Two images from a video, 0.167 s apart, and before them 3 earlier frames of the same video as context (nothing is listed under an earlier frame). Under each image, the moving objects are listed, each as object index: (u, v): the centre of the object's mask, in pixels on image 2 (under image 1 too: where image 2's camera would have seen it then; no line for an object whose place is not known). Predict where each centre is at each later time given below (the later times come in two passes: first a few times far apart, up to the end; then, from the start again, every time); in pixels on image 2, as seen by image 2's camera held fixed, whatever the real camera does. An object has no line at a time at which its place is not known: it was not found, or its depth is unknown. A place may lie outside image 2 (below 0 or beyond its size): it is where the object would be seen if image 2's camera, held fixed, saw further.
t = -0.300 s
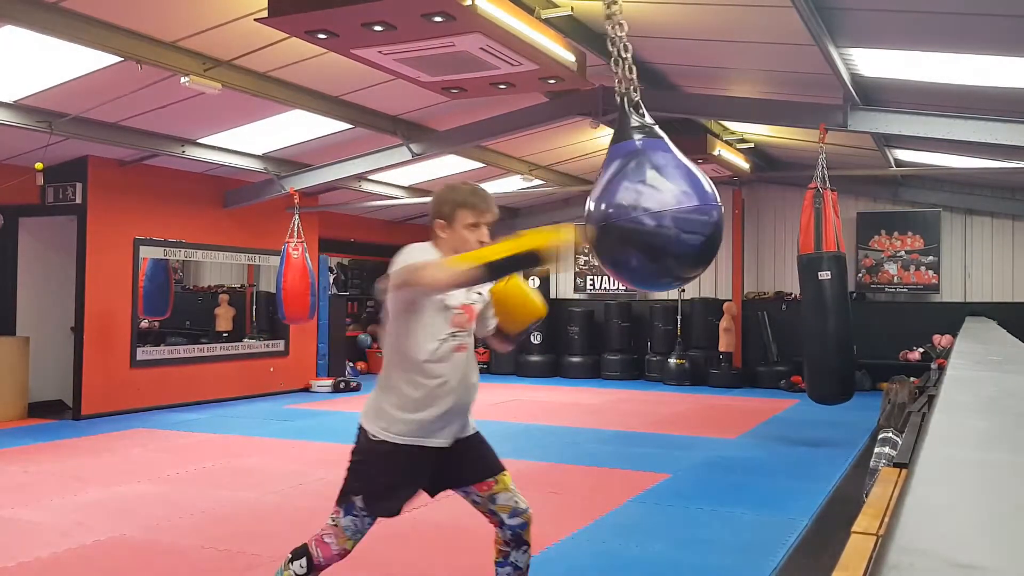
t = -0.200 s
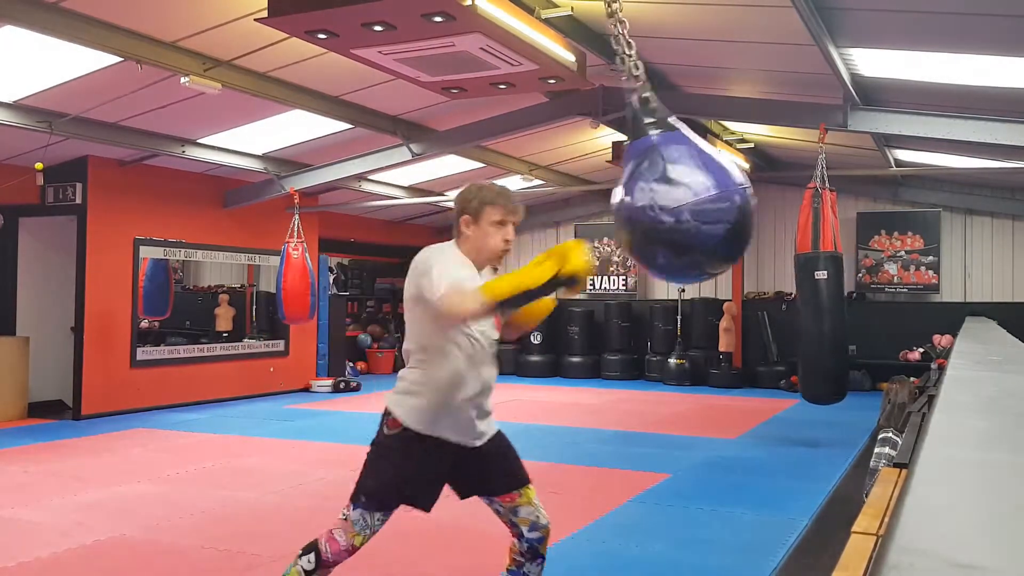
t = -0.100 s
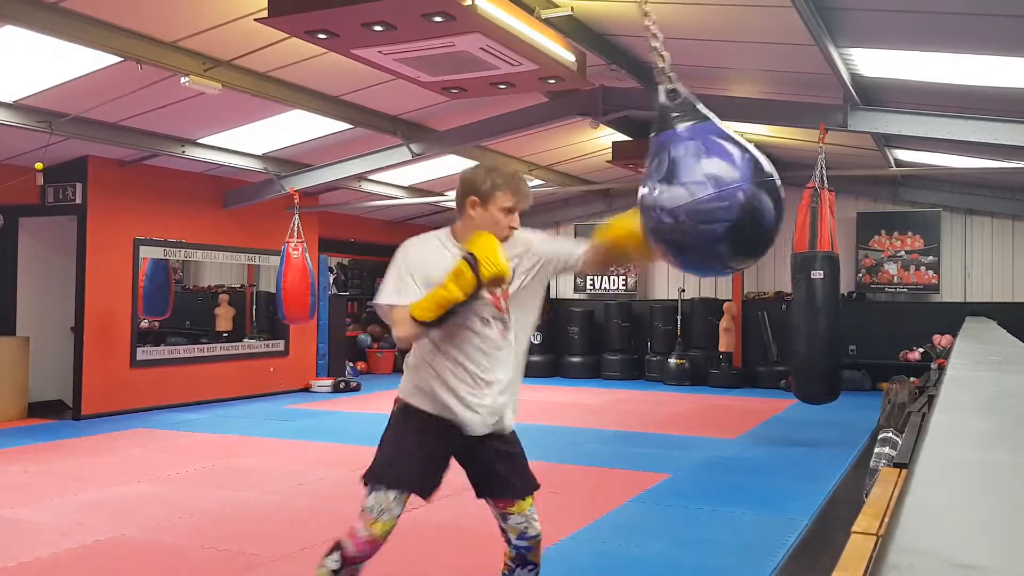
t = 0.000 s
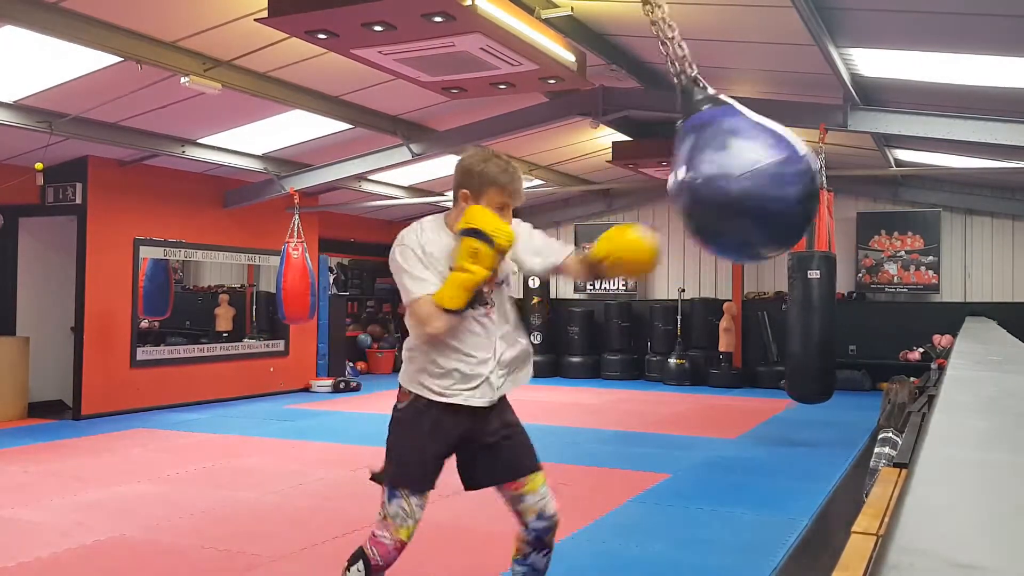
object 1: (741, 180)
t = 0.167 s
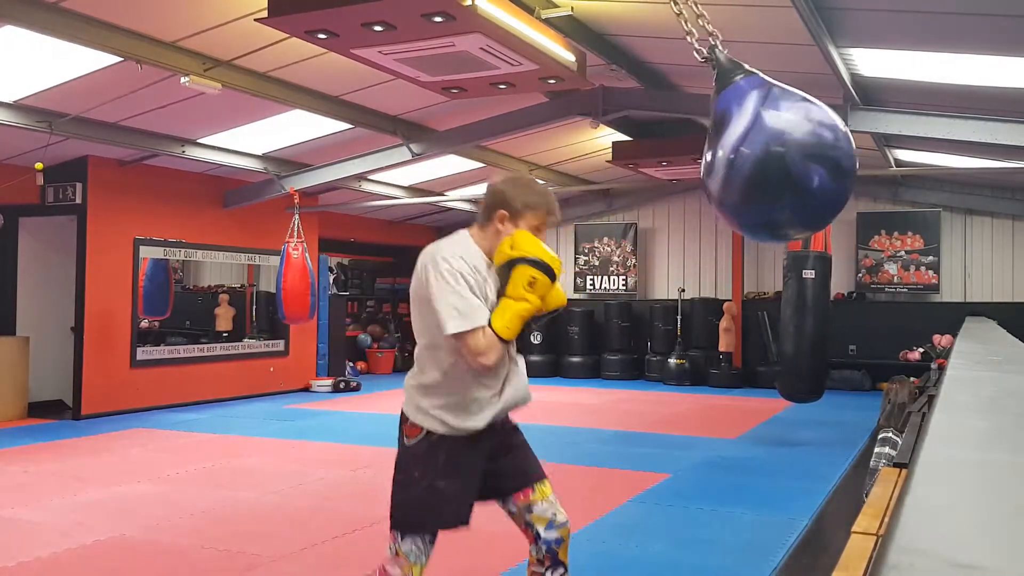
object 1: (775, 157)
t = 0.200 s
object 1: (775, 155)
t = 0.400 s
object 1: (741, 167)
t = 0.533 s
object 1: (685, 190)
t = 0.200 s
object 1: (775, 155)
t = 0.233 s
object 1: (775, 155)
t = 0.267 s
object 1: (773, 155)
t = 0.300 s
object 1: (768, 156)
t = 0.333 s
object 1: (761, 159)
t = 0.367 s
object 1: (752, 163)
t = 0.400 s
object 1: (741, 167)
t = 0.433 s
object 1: (730, 173)
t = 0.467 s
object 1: (716, 179)
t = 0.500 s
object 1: (701, 184)
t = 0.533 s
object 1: (685, 190)
